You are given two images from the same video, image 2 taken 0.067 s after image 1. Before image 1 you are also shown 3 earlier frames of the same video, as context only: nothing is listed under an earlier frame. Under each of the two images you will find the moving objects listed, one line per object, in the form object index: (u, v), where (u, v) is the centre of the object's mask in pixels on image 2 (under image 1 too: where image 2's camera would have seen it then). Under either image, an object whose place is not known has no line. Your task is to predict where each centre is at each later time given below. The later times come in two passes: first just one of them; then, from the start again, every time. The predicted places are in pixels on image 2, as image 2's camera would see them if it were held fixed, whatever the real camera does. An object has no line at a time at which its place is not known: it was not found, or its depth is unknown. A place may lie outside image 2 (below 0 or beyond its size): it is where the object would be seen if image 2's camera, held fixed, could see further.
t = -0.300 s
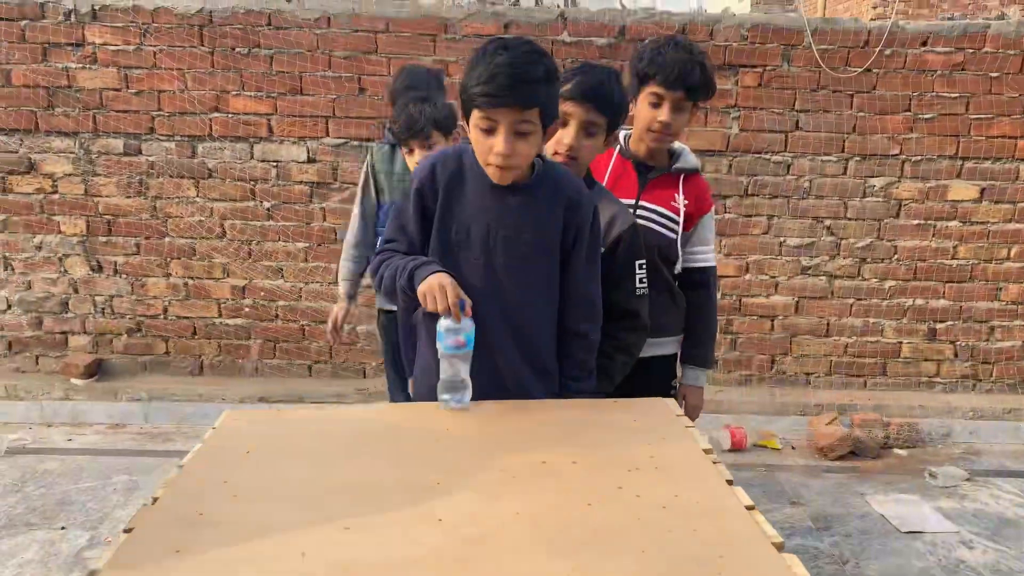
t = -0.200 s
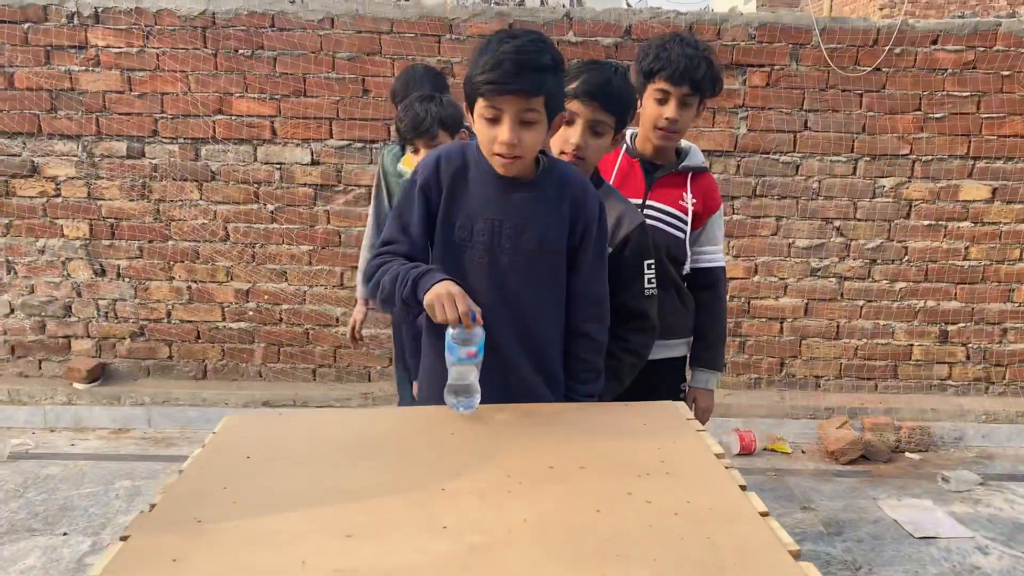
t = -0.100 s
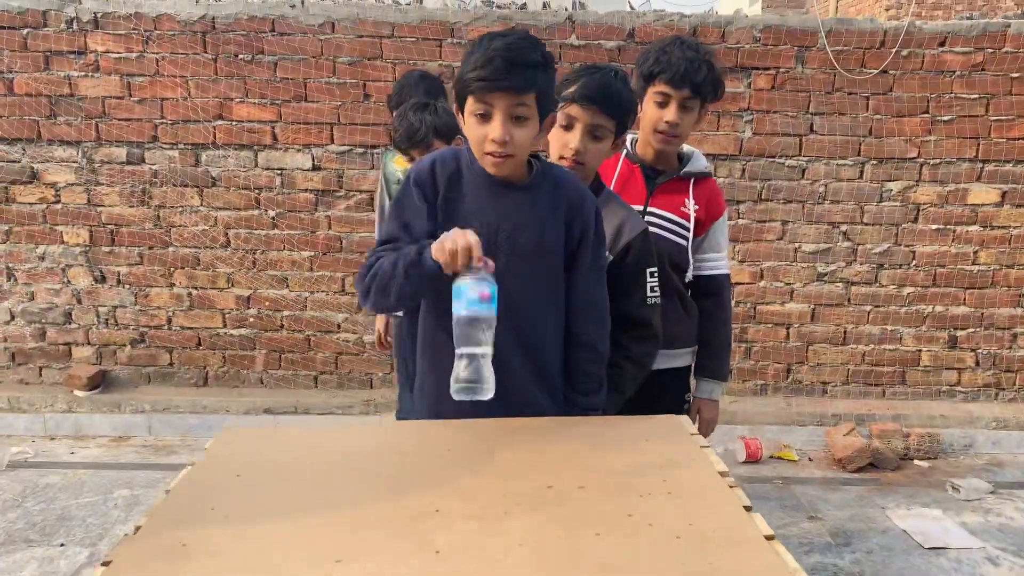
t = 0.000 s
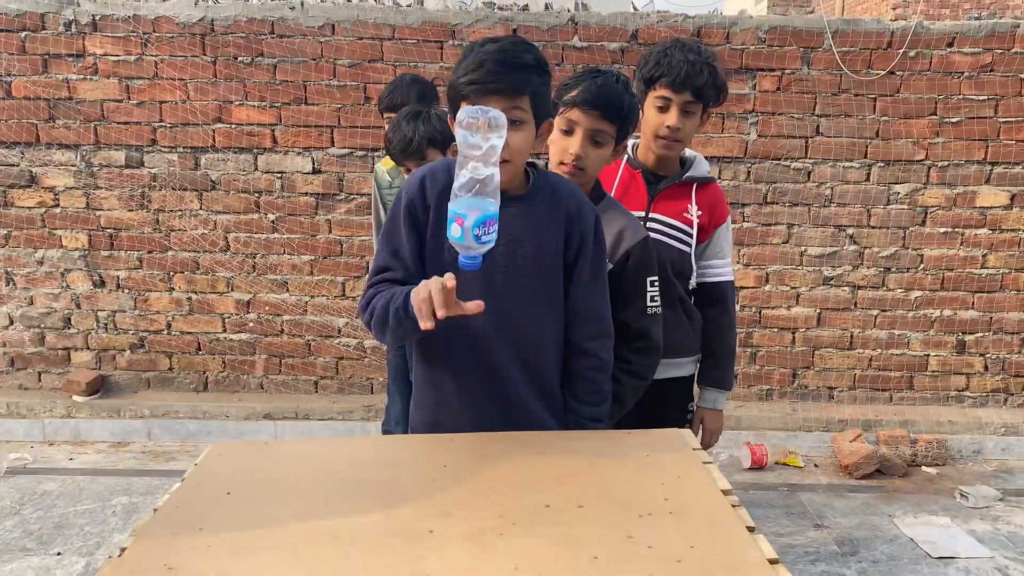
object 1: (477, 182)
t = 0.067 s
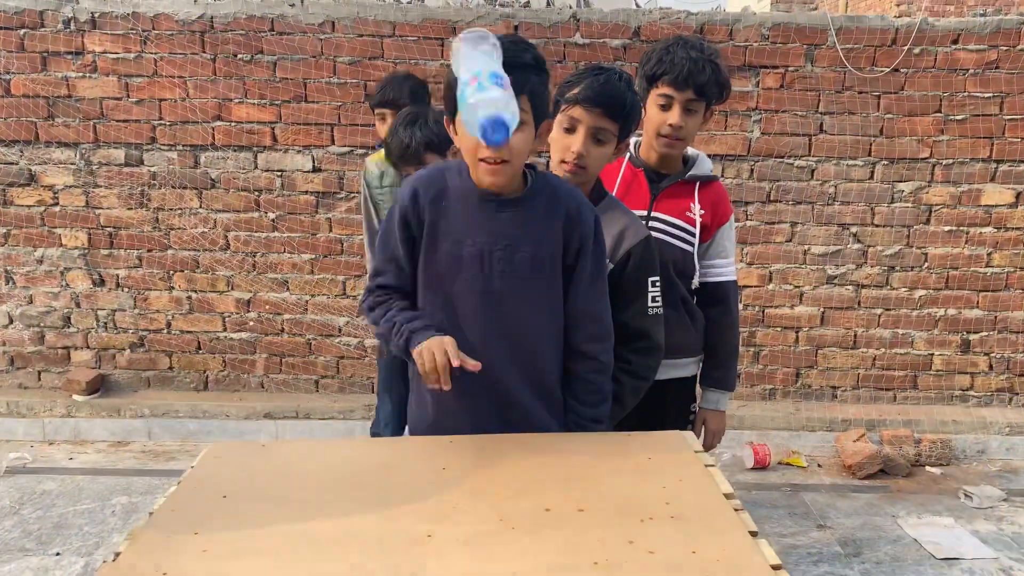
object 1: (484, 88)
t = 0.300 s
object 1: (473, 473)
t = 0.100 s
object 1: (487, 62)
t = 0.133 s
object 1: (485, 68)
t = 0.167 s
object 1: (484, 102)
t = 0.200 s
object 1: (481, 160)
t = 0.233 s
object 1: (479, 238)
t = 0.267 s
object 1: (475, 371)
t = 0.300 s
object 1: (473, 473)
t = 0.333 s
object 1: (468, 461)
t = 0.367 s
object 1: (463, 458)
